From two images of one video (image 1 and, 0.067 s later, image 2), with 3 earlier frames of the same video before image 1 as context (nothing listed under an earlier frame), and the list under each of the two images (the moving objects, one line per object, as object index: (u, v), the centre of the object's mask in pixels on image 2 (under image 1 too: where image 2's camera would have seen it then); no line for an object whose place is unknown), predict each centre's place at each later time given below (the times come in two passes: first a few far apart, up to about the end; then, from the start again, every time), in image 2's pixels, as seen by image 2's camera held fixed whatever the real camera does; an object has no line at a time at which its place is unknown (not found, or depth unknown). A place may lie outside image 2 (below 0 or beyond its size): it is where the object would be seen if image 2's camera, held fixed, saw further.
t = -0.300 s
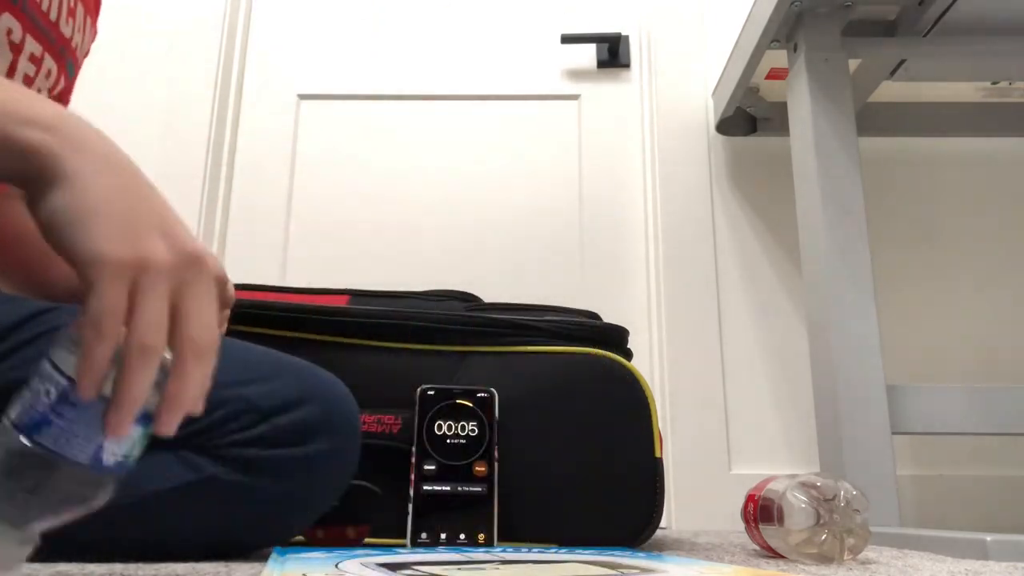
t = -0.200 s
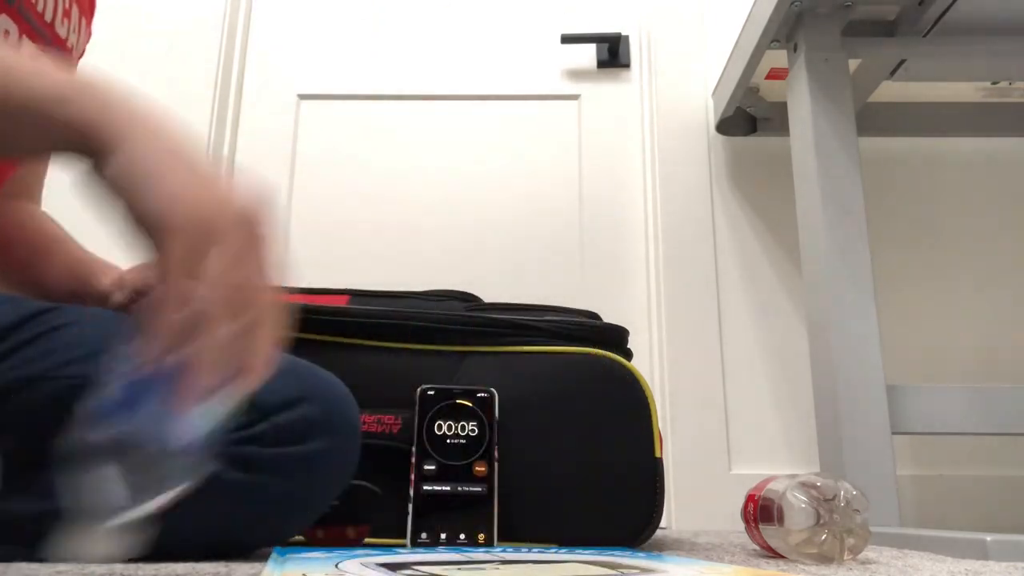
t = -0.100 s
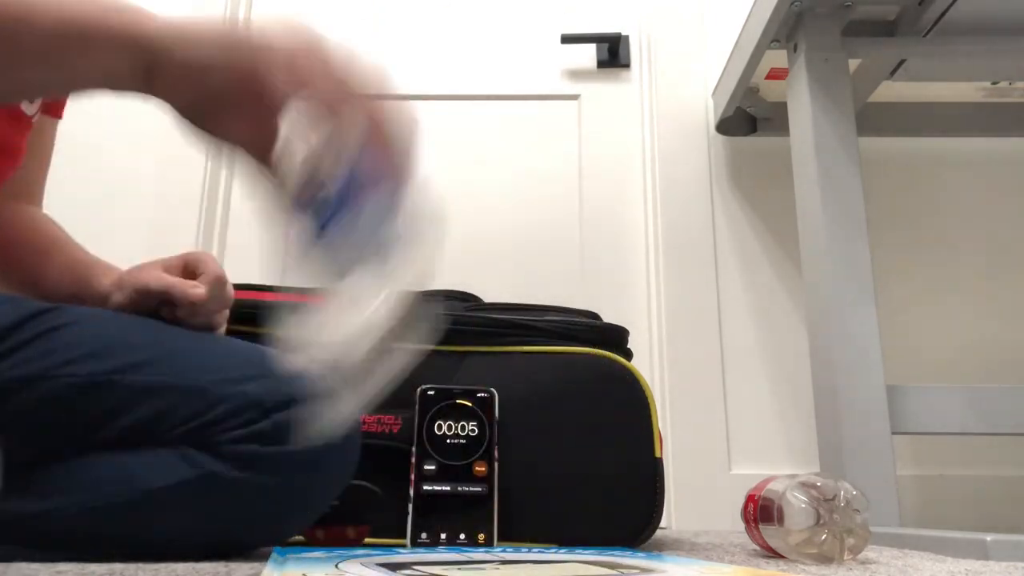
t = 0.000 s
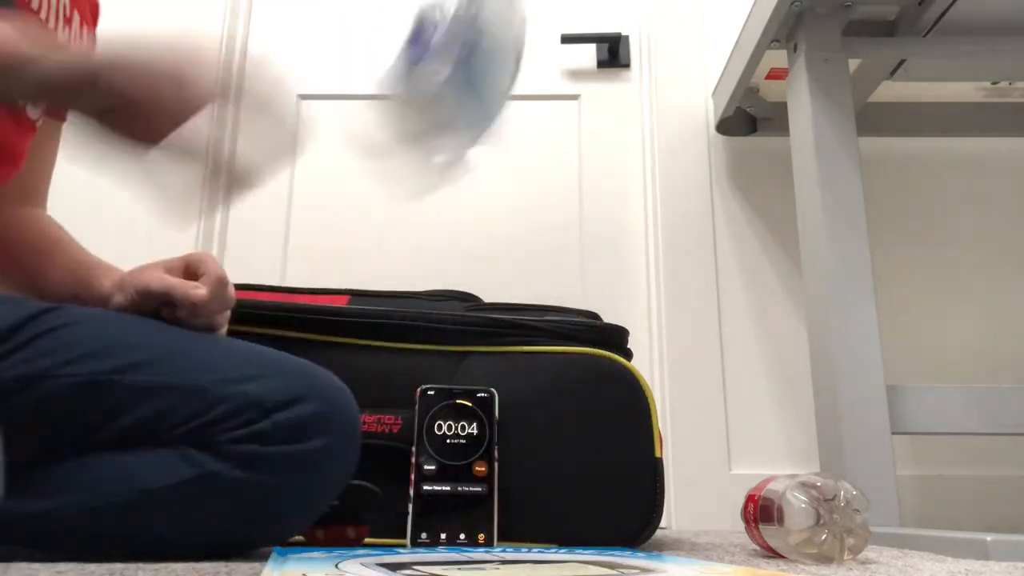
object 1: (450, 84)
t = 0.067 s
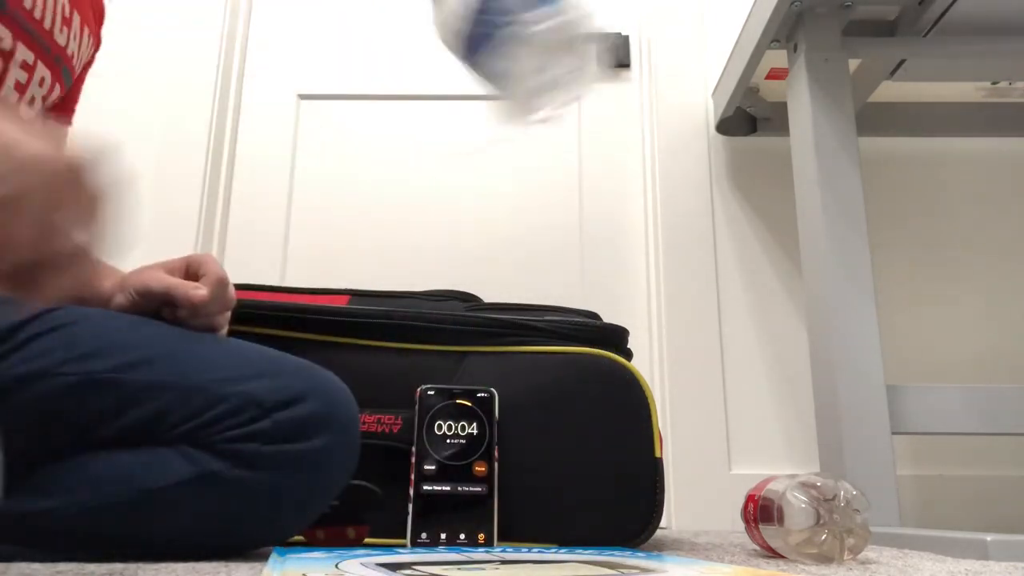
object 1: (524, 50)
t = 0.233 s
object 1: (600, 270)
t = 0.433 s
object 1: (817, 503)
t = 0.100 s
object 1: (545, 49)
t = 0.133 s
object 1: (551, 63)
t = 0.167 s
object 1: (567, 114)
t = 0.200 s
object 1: (578, 177)
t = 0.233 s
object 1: (600, 270)
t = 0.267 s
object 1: (619, 383)
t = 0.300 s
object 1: (654, 461)
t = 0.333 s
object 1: (711, 503)
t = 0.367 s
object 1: (762, 502)
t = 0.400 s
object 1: (793, 501)
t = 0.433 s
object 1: (817, 503)
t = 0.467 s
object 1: (837, 502)
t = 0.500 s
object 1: (851, 499)
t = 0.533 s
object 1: (853, 502)
